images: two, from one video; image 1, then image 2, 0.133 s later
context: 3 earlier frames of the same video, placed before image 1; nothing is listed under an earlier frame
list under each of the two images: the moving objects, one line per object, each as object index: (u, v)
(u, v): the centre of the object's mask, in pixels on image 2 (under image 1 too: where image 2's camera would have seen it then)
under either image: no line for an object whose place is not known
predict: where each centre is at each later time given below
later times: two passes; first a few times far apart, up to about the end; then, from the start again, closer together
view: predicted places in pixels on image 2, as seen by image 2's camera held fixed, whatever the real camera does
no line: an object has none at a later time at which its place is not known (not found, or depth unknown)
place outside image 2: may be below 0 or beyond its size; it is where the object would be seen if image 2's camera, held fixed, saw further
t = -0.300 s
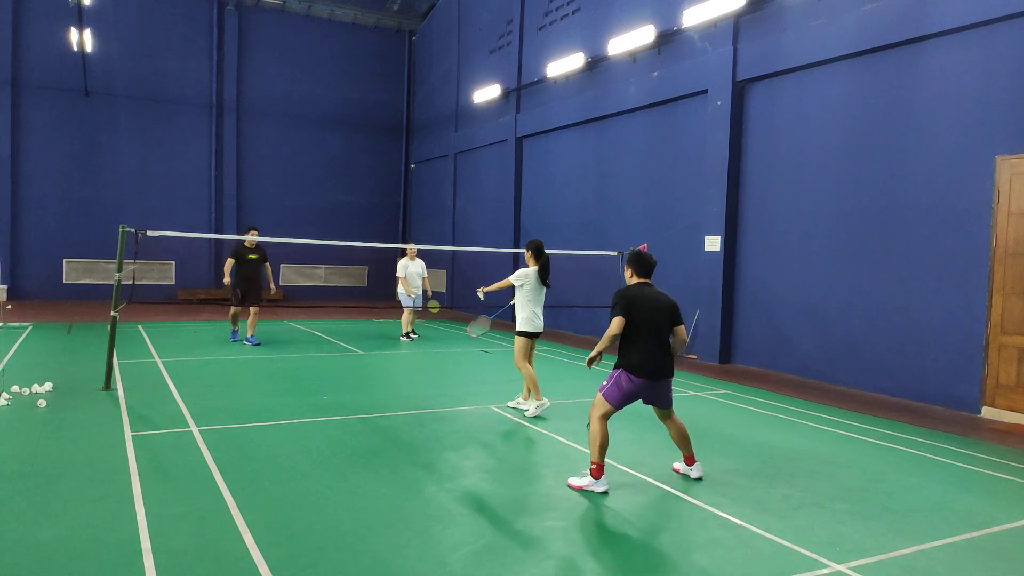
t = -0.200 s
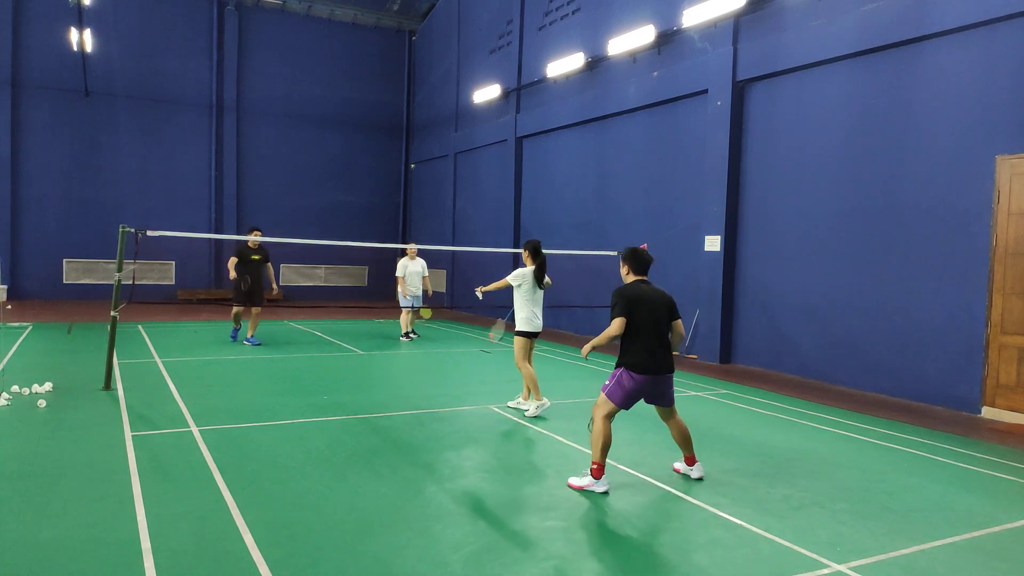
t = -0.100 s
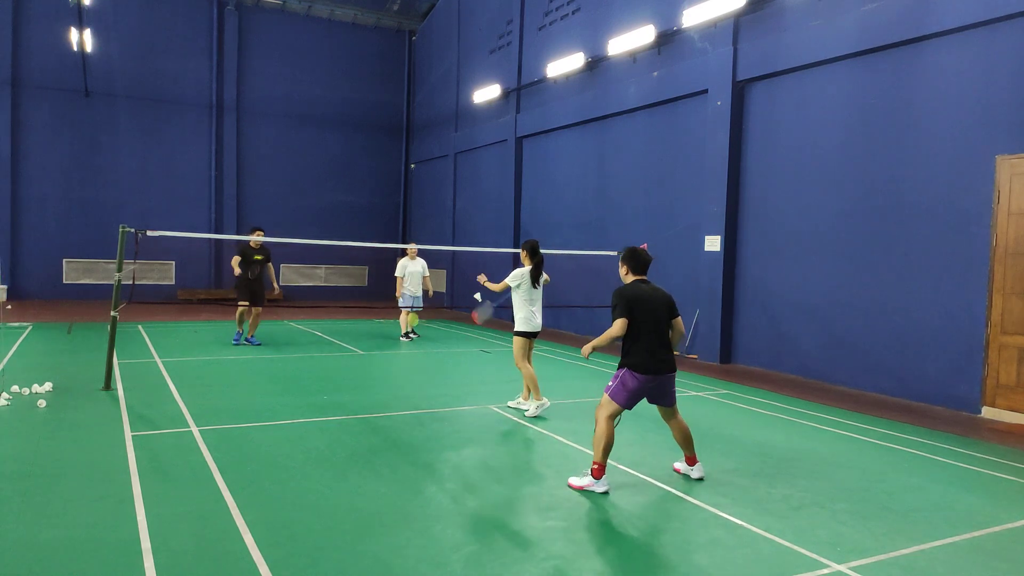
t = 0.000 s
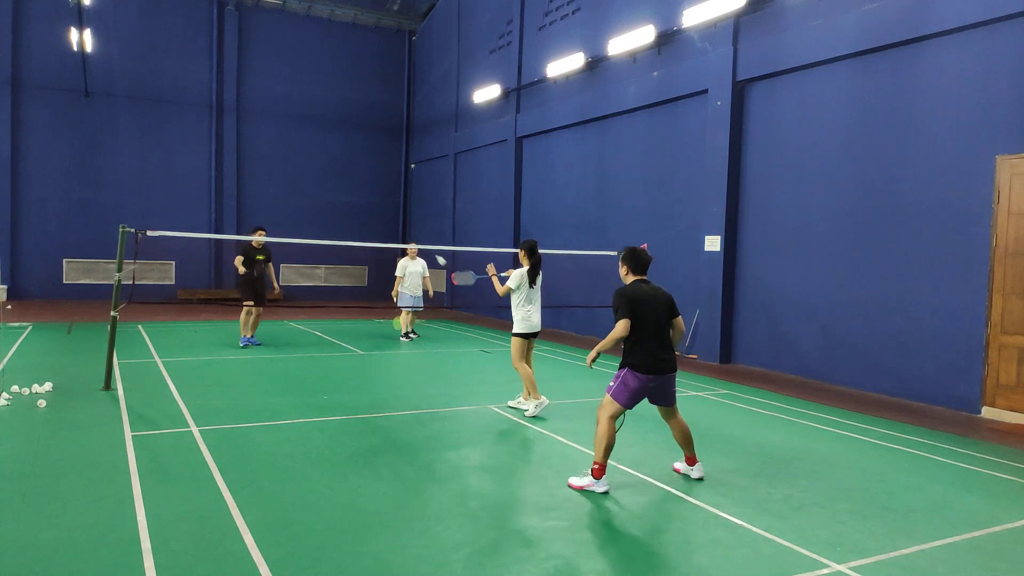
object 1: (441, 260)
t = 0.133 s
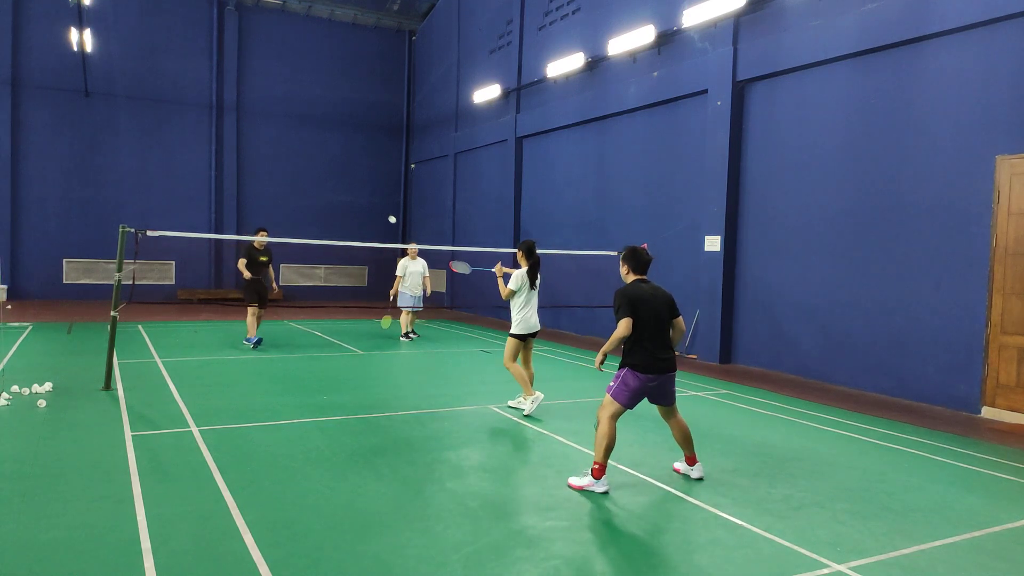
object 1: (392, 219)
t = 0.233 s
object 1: (369, 205)
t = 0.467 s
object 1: (321, 209)
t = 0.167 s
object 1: (384, 213)
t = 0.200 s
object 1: (376, 208)
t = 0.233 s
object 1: (369, 205)
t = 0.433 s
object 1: (327, 206)
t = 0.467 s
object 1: (321, 209)
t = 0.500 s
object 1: (316, 213)
